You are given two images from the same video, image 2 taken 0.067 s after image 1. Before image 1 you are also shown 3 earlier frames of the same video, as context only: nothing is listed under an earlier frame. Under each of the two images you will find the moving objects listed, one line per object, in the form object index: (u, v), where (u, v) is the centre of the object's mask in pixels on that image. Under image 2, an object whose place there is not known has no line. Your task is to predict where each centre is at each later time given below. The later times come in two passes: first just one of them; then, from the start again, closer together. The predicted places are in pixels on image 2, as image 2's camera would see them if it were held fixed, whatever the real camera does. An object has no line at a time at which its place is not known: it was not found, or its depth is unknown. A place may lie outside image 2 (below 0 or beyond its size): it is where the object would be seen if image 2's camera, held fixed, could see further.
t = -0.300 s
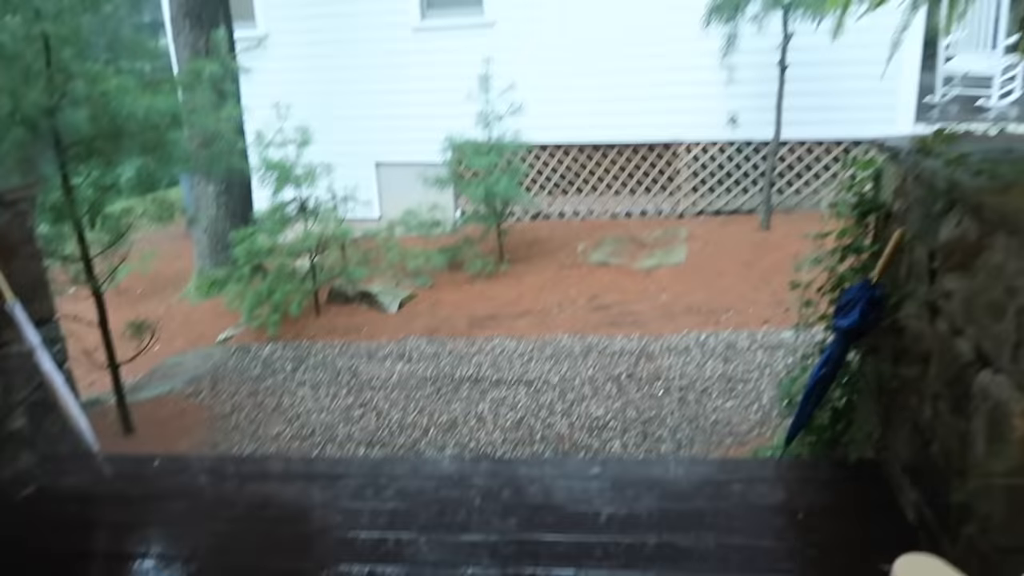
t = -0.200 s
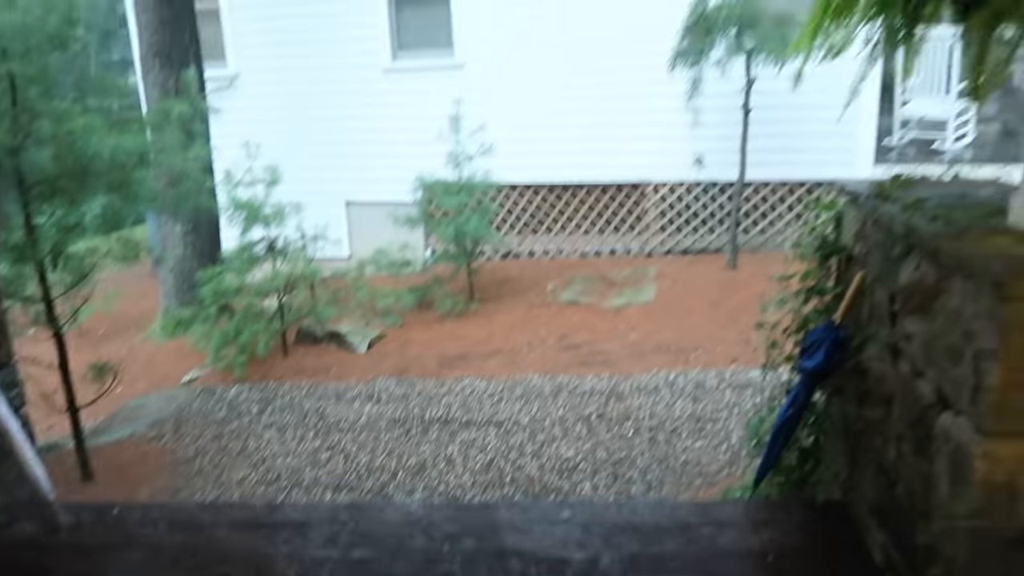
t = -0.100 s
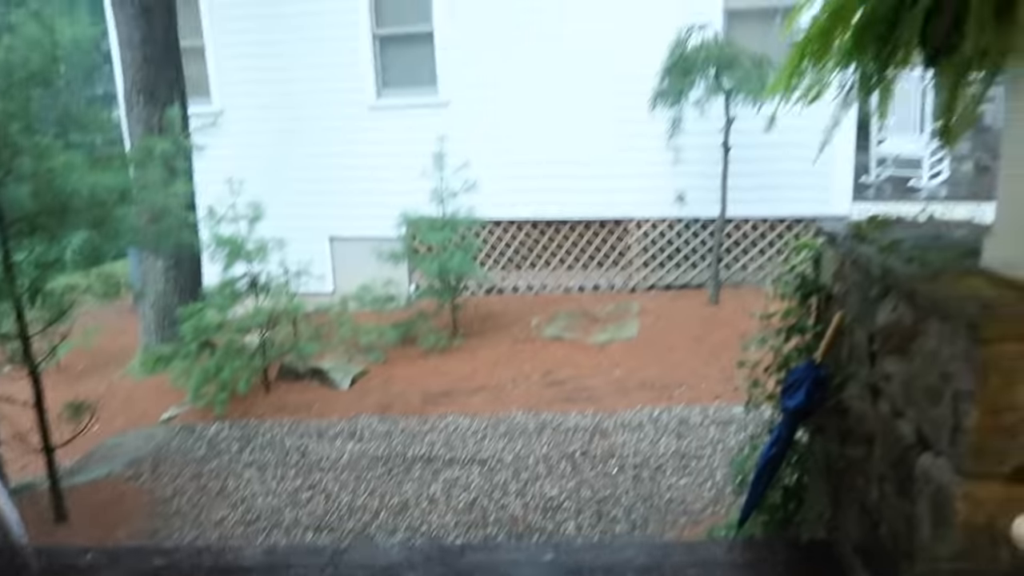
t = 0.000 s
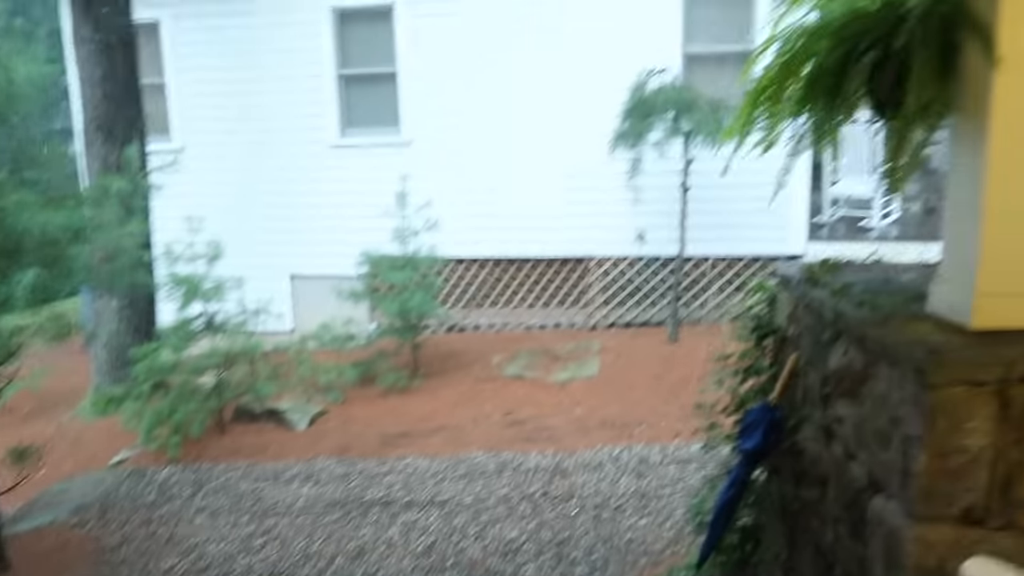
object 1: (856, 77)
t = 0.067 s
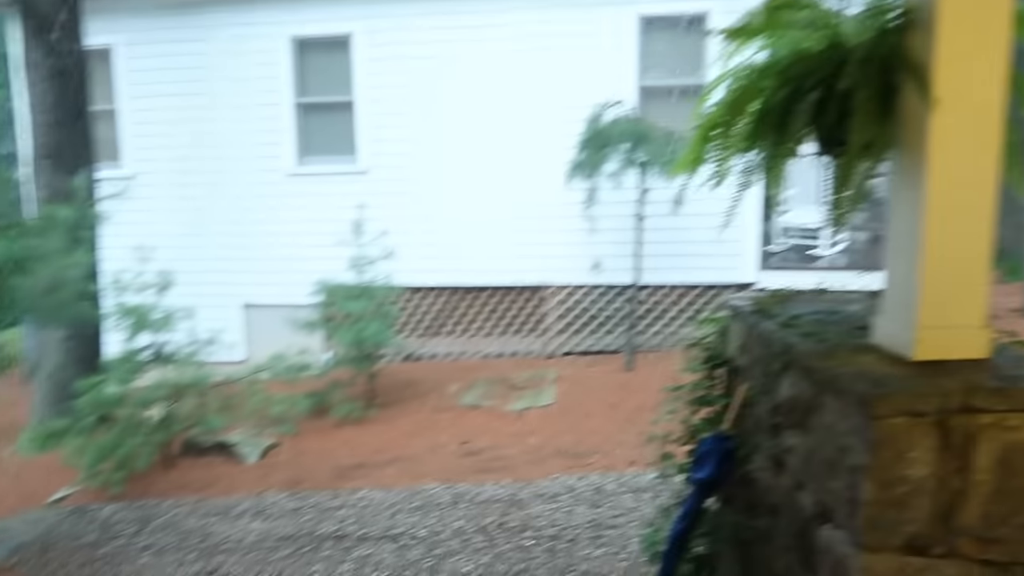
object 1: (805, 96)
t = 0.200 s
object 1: (804, 95)
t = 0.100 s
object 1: (805, 94)
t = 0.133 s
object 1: (807, 92)
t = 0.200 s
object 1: (804, 95)
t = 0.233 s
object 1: (801, 99)
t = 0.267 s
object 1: (802, 95)
